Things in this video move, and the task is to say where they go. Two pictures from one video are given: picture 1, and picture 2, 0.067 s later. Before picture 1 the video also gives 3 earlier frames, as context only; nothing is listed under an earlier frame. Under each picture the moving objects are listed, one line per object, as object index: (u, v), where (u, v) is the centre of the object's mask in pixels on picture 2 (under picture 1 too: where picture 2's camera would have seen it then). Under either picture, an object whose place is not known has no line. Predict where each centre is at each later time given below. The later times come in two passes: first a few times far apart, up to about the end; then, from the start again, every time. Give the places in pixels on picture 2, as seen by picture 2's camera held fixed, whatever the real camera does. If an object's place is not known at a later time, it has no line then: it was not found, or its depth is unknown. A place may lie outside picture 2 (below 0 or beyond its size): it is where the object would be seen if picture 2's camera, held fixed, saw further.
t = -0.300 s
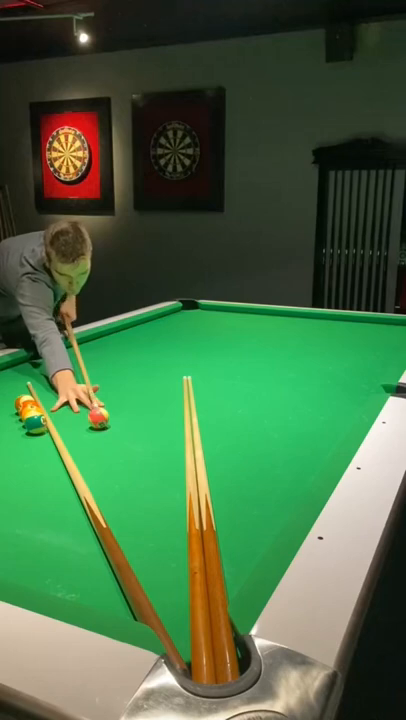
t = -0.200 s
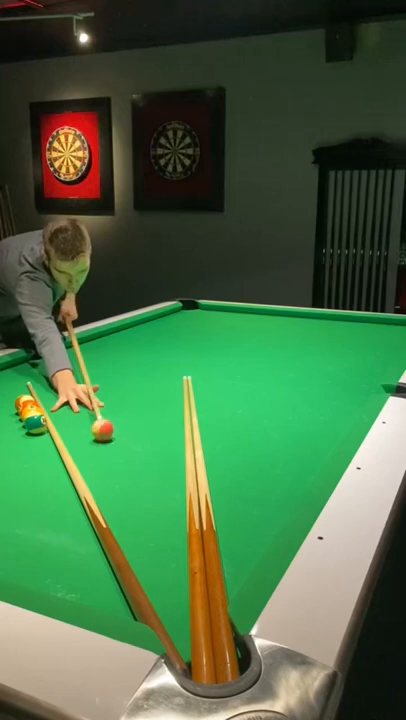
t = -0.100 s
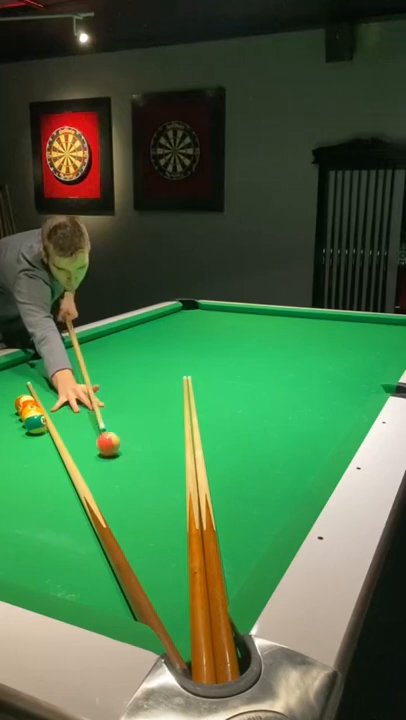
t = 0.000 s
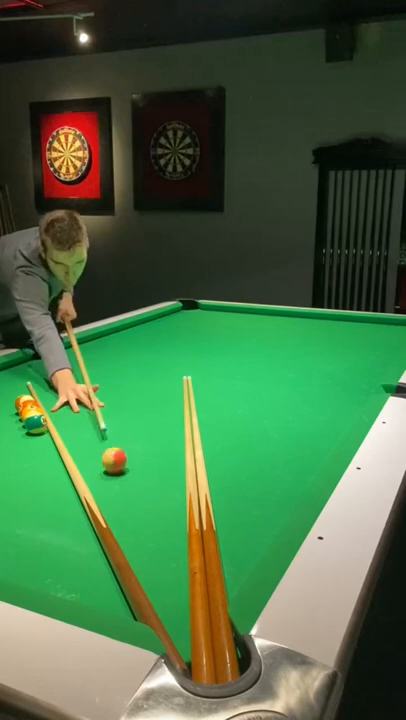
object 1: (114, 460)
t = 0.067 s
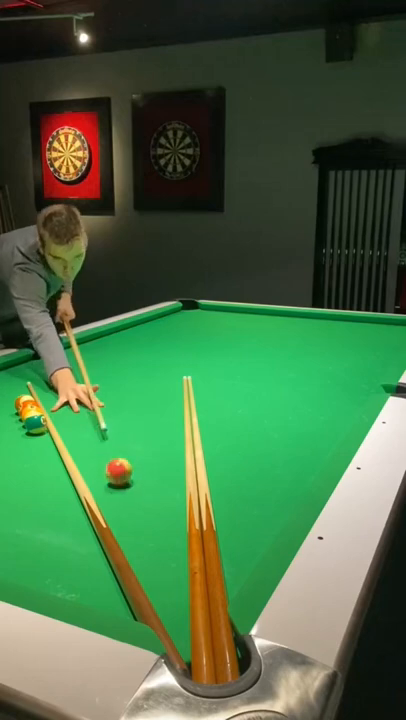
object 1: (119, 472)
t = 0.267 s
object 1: (134, 514)
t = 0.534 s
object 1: (167, 591)
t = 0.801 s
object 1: (187, 637)
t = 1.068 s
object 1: (229, 654)
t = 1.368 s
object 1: (211, 620)
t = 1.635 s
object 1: (211, 597)
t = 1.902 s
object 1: (209, 574)
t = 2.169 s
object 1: (206, 552)
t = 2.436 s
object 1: (204, 532)
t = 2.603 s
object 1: (202, 520)
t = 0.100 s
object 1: (121, 478)
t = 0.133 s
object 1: (123, 485)
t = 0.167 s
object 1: (126, 491)
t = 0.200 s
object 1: (128, 499)
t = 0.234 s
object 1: (131, 506)
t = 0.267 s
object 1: (134, 514)
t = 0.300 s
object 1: (137, 523)
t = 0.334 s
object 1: (140, 531)
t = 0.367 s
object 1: (144, 540)
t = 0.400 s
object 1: (148, 550)
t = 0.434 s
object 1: (151, 559)
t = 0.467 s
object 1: (156, 570)
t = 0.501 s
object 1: (161, 581)
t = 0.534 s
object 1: (167, 591)
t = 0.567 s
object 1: (172, 599)
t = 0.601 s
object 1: (174, 602)
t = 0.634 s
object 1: (176, 606)
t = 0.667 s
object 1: (178, 611)
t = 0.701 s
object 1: (180, 617)
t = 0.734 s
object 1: (182, 623)
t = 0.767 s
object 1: (184, 630)
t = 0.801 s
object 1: (187, 637)
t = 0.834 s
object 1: (188, 641)
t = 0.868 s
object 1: (191, 650)
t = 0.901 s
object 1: (195, 654)
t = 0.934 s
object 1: (200, 658)
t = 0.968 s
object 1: (208, 661)
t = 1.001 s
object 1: (217, 661)
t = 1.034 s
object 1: (224, 658)
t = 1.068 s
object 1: (229, 654)
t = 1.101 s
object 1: (231, 651)
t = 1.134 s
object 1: (231, 649)
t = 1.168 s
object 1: (229, 641)
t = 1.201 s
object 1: (228, 637)
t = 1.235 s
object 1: (226, 633)
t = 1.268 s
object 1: (222, 630)
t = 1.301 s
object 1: (219, 626)
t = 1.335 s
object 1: (215, 623)
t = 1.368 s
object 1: (211, 620)
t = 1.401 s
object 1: (208, 617)
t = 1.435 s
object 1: (208, 614)
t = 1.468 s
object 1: (208, 611)
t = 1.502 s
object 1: (209, 608)
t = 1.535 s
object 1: (211, 605)
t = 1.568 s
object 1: (211, 602)
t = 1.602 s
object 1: (211, 600)
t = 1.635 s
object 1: (211, 597)
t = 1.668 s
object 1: (211, 594)
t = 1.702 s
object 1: (210, 591)
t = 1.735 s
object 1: (210, 588)
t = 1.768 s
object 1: (209, 585)
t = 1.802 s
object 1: (209, 582)
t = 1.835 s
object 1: (209, 580)
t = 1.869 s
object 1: (209, 577)
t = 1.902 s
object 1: (209, 574)
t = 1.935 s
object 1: (208, 571)
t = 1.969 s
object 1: (208, 568)
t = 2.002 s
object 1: (207, 566)
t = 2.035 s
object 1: (207, 563)
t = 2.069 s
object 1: (207, 560)
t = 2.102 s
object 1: (207, 558)
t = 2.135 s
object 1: (206, 555)
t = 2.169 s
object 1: (206, 552)
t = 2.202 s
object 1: (206, 549)
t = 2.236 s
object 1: (205, 547)
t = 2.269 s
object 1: (205, 544)
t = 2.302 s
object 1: (205, 542)
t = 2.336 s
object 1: (204, 539)
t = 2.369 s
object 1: (204, 537)
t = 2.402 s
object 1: (204, 534)
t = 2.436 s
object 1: (204, 532)
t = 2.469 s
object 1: (203, 529)
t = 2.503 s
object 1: (203, 527)
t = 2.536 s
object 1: (203, 524)
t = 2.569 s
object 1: (202, 522)
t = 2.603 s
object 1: (202, 520)
